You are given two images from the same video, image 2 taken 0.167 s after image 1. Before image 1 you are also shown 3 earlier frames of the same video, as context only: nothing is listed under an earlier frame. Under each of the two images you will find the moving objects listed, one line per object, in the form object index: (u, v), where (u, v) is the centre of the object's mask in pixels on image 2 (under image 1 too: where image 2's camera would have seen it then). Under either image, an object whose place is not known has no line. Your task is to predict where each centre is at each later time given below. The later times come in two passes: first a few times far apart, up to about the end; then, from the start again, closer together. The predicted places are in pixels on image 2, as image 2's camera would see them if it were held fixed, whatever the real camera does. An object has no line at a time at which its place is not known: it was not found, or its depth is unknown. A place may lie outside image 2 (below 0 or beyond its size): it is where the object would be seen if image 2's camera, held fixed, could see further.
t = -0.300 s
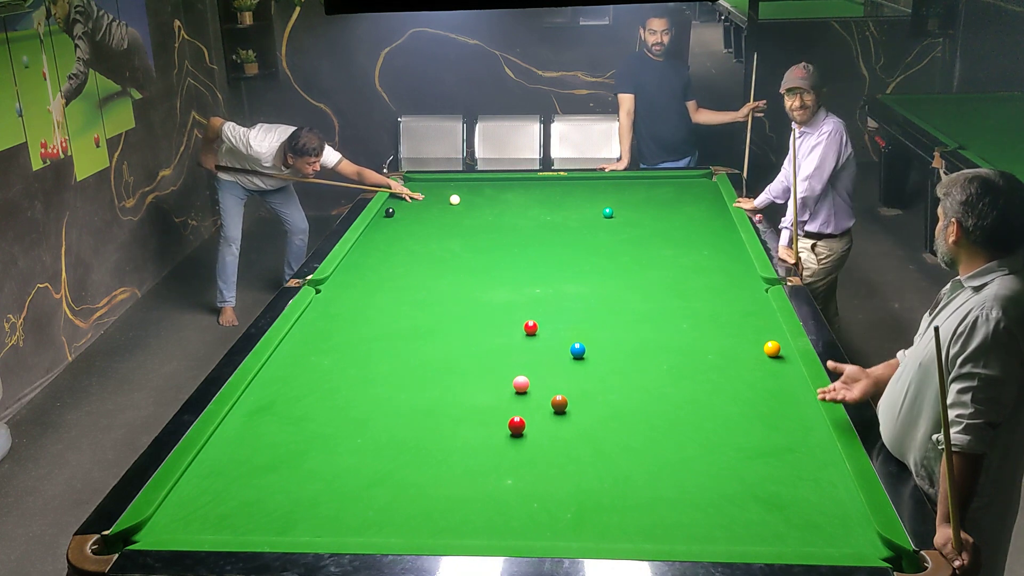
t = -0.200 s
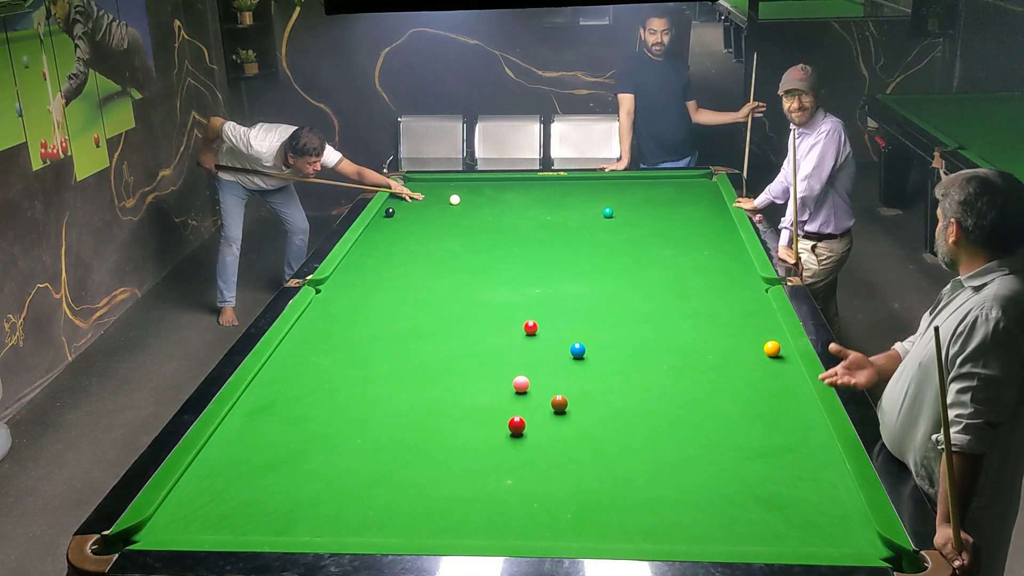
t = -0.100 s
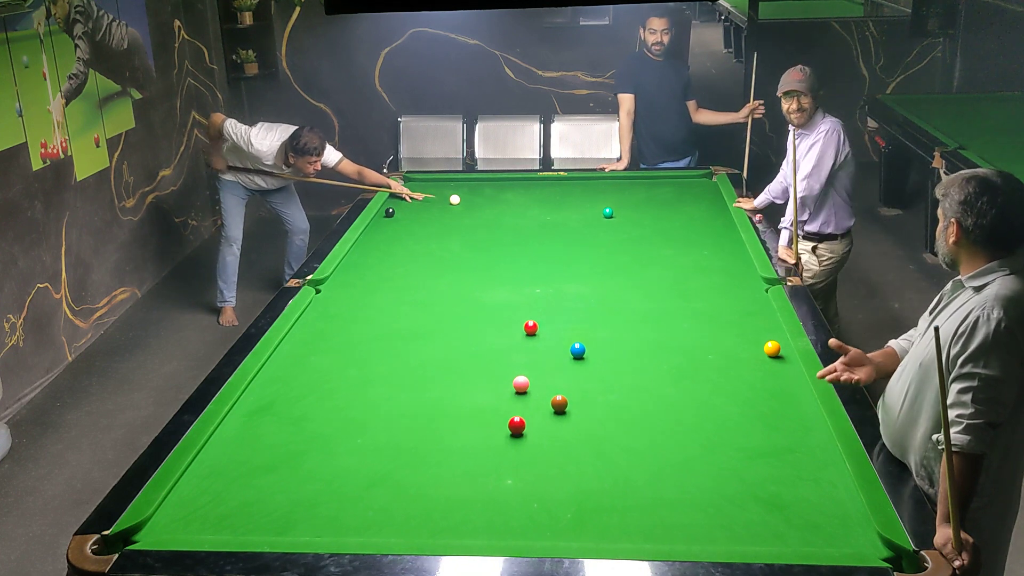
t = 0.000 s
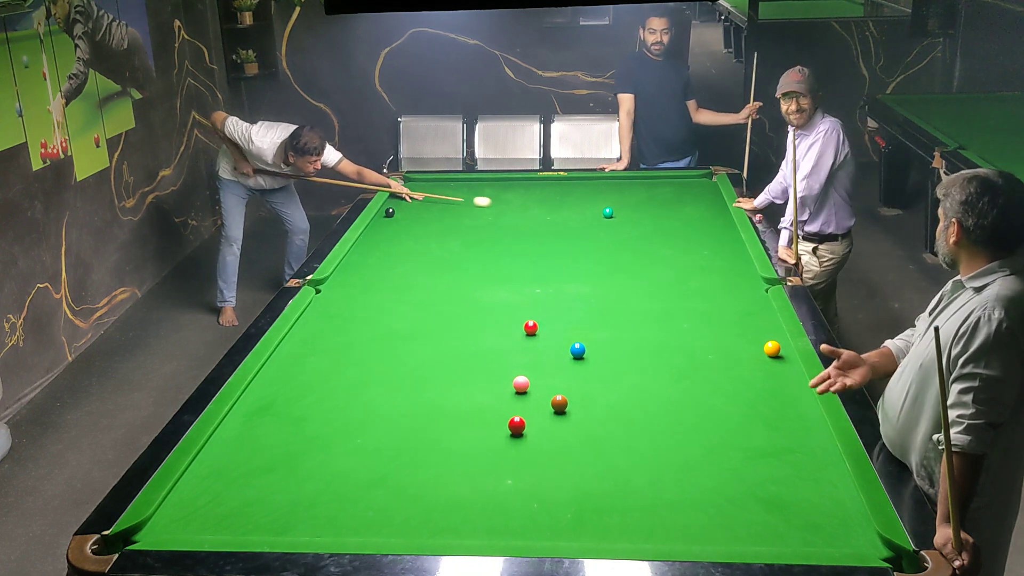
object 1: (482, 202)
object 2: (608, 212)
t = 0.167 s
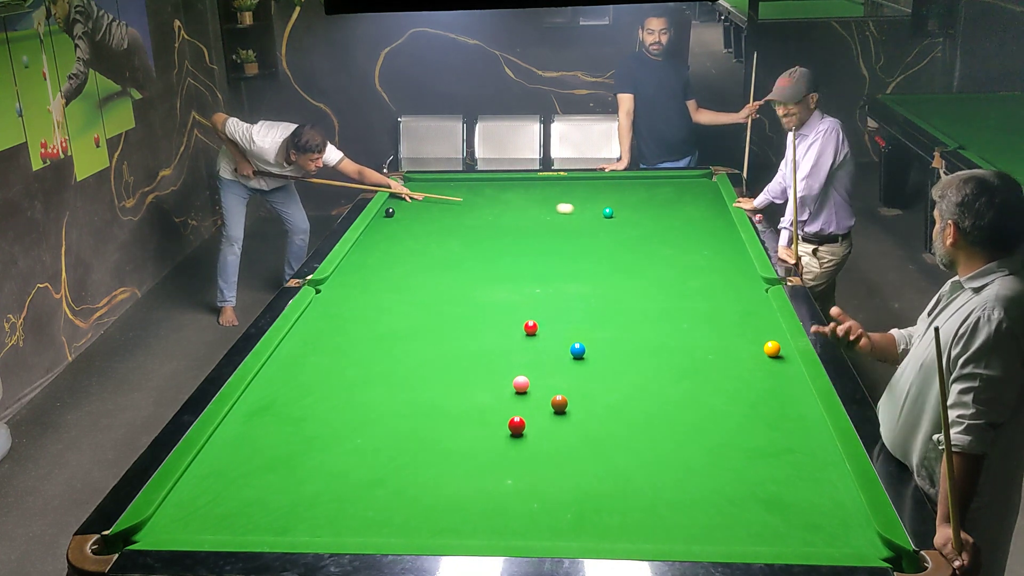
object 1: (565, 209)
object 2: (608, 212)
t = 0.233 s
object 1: (595, 211)
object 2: (608, 213)
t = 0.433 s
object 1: (616, 210)
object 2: (686, 222)
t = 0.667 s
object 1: (650, 210)
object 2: (708, 230)
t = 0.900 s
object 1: (684, 210)
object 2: (662, 237)
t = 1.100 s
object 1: (712, 210)
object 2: (624, 243)
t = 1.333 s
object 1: (711, 211)
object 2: (580, 249)
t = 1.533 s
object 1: (694, 212)
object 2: (542, 255)
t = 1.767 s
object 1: (674, 213)
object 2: (497, 262)
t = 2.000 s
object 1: (656, 215)
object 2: (453, 269)
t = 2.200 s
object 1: (642, 215)
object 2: (415, 275)
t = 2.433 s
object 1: (627, 216)
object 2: (370, 282)
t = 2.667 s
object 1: (613, 217)
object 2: (326, 288)
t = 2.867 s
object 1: (602, 218)
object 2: (333, 283)
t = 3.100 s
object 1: (590, 219)
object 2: (351, 276)
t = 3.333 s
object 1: (579, 219)
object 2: (367, 269)
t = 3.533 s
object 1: (572, 220)
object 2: (380, 263)
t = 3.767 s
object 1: (563, 220)
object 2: (393, 257)
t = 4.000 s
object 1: (556, 221)
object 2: (405, 252)
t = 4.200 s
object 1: (551, 221)
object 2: (415, 248)
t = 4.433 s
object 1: (546, 222)
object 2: (425, 244)
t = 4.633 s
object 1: (543, 222)
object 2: (432, 241)
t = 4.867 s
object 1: (541, 222)
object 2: (440, 238)
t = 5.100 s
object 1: (539, 222)
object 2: (448, 235)
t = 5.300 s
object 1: (538, 222)
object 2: (453, 233)
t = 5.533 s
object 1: (538, 222)
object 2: (459, 230)
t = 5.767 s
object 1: (538, 222)
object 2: (464, 228)
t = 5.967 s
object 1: (538, 222)
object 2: (467, 227)
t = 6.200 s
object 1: (538, 222)
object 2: (471, 226)
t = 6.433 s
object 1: (538, 222)
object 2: (474, 225)
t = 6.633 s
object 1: (538, 222)
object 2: (476, 224)
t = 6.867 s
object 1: (538, 222)
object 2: (477, 224)
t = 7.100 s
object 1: (538, 222)
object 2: (477, 224)
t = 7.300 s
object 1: (538, 222)
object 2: (477, 224)
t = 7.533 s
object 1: (538, 223)
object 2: (477, 224)
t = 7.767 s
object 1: (538, 223)
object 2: (477, 224)
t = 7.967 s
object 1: (538, 223)
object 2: (477, 224)
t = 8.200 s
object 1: (538, 223)
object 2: (477, 224)
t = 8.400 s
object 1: (538, 223)
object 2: (477, 224)
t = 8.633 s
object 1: (538, 223)
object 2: (477, 224)
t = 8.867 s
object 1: (538, 223)
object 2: (477, 224)
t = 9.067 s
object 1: (538, 223)
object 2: (477, 224)
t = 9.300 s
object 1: (538, 223)
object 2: (477, 224)
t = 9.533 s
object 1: (538, 223)
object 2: (477, 224)
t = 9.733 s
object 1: (538, 223)
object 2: (477, 224)
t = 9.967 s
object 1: (538, 223)
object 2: (477, 224)
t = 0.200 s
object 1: (580, 210)
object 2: (608, 212)
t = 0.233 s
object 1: (595, 211)
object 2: (608, 213)
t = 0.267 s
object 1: (600, 211)
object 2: (620, 214)
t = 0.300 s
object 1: (601, 211)
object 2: (633, 215)
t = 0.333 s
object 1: (604, 210)
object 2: (647, 217)
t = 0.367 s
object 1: (608, 210)
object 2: (660, 219)
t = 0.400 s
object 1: (612, 210)
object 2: (673, 220)
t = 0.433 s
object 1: (616, 210)
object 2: (686, 222)
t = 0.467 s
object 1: (621, 210)
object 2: (697, 223)
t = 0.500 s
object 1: (626, 210)
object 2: (709, 224)
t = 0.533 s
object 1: (631, 210)
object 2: (720, 226)
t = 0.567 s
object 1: (636, 210)
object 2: (731, 227)
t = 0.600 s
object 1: (641, 210)
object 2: (724, 228)
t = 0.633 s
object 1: (646, 210)
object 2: (715, 229)
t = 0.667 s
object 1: (650, 210)
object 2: (708, 230)
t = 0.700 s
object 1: (655, 210)
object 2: (700, 231)
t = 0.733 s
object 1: (660, 210)
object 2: (694, 232)
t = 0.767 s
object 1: (665, 210)
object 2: (688, 233)
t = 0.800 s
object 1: (670, 210)
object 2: (681, 234)
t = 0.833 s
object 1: (674, 210)
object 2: (675, 235)
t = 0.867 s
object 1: (679, 210)
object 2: (668, 236)
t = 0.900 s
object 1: (684, 210)
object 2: (662, 237)
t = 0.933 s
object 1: (688, 210)
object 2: (656, 238)
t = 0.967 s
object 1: (693, 210)
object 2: (650, 239)
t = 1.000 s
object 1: (698, 210)
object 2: (643, 240)
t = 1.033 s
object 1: (702, 210)
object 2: (637, 241)
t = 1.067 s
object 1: (707, 210)
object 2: (630, 241)
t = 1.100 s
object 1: (712, 210)
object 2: (624, 243)
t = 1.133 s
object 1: (716, 210)
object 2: (618, 244)
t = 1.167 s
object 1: (721, 210)
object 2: (612, 245)
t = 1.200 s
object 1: (724, 211)
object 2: (605, 245)
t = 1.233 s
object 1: (720, 211)
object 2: (599, 246)
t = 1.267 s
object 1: (717, 211)
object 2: (592, 247)
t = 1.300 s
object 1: (714, 211)
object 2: (586, 248)
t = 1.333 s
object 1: (711, 211)
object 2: (580, 249)
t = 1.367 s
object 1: (708, 211)
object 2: (573, 250)
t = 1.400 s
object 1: (705, 212)
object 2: (567, 251)
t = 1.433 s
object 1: (702, 212)
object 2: (561, 252)
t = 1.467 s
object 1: (699, 212)
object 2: (554, 253)
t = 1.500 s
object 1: (697, 212)
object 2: (548, 254)
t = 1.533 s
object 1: (694, 212)
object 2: (542, 255)
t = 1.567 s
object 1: (691, 213)
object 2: (535, 256)
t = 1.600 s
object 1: (688, 213)
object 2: (529, 257)
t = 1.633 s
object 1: (685, 213)
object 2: (523, 258)
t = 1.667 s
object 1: (682, 213)
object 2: (516, 259)
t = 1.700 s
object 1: (680, 213)
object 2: (510, 260)
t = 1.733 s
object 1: (677, 213)
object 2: (504, 261)
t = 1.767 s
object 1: (674, 213)
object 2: (497, 262)
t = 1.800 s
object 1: (672, 214)
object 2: (491, 263)
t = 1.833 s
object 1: (669, 214)
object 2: (485, 264)
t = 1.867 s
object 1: (667, 214)
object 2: (478, 265)
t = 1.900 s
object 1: (664, 214)
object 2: (472, 266)
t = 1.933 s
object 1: (661, 214)
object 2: (466, 267)
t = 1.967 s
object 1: (659, 214)
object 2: (459, 268)
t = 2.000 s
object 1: (656, 215)
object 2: (453, 269)
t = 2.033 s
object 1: (654, 215)
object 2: (446, 270)
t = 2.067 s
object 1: (652, 215)
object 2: (440, 271)
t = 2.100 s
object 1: (649, 215)
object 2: (434, 272)
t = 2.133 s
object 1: (647, 215)
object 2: (427, 273)
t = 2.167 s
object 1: (645, 215)
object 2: (421, 274)
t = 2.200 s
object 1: (642, 215)
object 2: (415, 275)
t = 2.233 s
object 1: (640, 216)
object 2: (408, 276)
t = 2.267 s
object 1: (638, 216)
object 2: (402, 277)
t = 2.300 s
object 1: (636, 216)
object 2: (396, 278)
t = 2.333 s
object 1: (633, 216)
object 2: (389, 279)
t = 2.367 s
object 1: (631, 216)
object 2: (383, 280)
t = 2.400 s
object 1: (629, 216)
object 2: (377, 281)
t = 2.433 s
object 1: (627, 216)
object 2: (370, 282)
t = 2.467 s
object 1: (625, 217)
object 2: (364, 283)
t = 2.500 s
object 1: (623, 217)
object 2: (358, 284)
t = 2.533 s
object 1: (621, 217)
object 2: (351, 285)
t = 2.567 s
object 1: (619, 217)
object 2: (345, 286)
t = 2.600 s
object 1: (617, 217)
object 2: (338, 287)
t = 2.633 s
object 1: (615, 217)
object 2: (332, 288)
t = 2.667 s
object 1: (613, 217)
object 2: (326, 288)
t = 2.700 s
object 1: (611, 217)
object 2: (320, 289)
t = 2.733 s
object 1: (609, 217)
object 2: (321, 288)
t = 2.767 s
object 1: (607, 217)
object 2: (325, 287)
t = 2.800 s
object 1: (605, 218)
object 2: (327, 286)
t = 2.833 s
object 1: (604, 218)
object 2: (330, 285)
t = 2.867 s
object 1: (602, 218)
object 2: (333, 283)
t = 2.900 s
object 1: (600, 218)
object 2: (336, 282)
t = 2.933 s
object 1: (598, 218)
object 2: (338, 281)
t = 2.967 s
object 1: (597, 218)
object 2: (341, 280)
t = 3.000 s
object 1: (595, 218)
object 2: (344, 279)
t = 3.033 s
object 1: (593, 218)
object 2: (346, 278)
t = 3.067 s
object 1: (592, 218)
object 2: (349, 277)
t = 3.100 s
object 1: (590, 219)
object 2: (351, 276)
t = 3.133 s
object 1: (588, 219)
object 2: (354, 275)
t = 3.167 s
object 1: (587, 219)
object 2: (356, 274)
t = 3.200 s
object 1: (585, 219)
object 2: (358, 273)
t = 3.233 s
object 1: (584, 219)
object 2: (361, 272)
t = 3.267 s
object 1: (582, 219)
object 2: (363, 271)
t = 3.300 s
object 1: (581, 219)
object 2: (365, 270)
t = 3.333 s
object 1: (579, 219)
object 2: (367, 269)
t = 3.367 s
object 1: (578, 219)
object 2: (369, 268)
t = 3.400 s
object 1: (577, 219)
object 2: (372, 267)
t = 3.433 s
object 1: (575, 220)
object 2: (374, 266)
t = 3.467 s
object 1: (574, 220)
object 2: (376, 265)
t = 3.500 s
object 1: (573, 220)
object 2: (378, 264)
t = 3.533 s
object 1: (572, 220)
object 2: (380, 263)
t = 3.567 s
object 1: (570, 220)
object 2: (382, 262)
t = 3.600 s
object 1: (569, 220)
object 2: (384, 261)
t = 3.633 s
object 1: (568, 220)
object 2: (386, 261)
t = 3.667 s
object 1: (567, 220)
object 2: (388, 260)
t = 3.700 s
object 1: (565, 220)
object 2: (389, 259)
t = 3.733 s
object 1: (564, 220)
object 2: (392, 258)
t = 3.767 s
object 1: (563, 220)
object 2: (393, 257)
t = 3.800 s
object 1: (562, 221)
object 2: (395, 257)
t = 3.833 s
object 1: (561, 221)
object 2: (397, 256)
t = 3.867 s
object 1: (560, 221)
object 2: (399, 255)
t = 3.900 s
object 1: (559, 221)
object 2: (400, 254)
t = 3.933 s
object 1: (558, 221)
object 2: (402, 254)
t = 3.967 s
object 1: (557, 221)
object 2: (404, 253)
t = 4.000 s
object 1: (556, 221)
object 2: (405, 252)
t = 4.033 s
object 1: (555, 221)
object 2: (407, 251)
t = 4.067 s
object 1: (554, 221)
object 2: (408, 251)
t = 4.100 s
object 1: (554, 221)
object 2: (410, 250)
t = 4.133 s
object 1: (553, 221)
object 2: (412, 250)
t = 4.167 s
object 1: (552, 221)
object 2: (413, 249)
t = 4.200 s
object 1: (551, 221)
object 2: (415, 248)
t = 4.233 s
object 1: (550, 221)
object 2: (416, 248)
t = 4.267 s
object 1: (550, 221)
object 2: (418, 247)
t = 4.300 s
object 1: (549, 221)
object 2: (419, 246)
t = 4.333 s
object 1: (548, 221)
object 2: (420, 246)
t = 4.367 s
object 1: (548, 221)
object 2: (422, 245)
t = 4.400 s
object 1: (547, 222)
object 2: (423, 245)
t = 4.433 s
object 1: (546, 222)
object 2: (425, 244)
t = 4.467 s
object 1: (546, 222)
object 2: (426, 243)
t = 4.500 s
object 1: (545, 222)
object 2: (427, 243)
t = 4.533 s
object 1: (545, 222)
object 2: (429, 242)
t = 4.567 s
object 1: (544, 222)
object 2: (430, 242)
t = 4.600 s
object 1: (544, 222)
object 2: (431, 241)
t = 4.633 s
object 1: (543, 222)
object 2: (432, 241)
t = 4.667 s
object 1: (543, 222)
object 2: (433, 240)
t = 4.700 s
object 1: (542, 222)
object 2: (435, 240)
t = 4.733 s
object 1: (542, 222)
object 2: (436, 239)
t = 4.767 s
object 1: (542, 222)
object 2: (437, 239)
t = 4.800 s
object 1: (541, 222)
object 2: (438, 238)
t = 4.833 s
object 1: (541, 222)
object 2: (439, 238)
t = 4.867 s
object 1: (541, 222)
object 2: (440, 238)
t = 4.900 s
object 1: (540, 222)
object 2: (441, 237)
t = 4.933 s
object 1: (540, 222)
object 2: (443, 237)
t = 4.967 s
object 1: (540, 222)
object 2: (444, 236)
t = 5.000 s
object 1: (539, 222)
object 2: (445, 236)
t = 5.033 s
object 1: (539, 222)
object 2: (446, 235)
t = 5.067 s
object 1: (539, 222)
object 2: (447, 235)
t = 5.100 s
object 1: (539, 222)
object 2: (448, 235)
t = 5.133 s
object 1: (539, 222)
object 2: (449, 234)
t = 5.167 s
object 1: (538, 222)
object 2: (450, 234)
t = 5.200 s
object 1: (538, 222)
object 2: (450, 234)
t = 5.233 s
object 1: (538, 222)
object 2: (451, 233)
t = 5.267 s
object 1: (538, 222)
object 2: (452, 233)
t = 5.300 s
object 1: (538, 222)
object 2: (453, 233)
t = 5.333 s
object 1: (538, 222)
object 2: (454, 232)
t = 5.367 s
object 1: (538, 222)
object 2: (455, 232)
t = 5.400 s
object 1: (538, 222)
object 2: (456, 232)
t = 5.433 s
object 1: (538, 222)
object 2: (457, 231)
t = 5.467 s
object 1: (538, 222)
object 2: (457, 231)
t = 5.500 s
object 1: (538, 222)
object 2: (458, 231)
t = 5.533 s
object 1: (538, 222)
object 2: (459, 230)
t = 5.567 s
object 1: (538, 222)
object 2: (460, 230)
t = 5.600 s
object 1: (538, 222)
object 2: (460, 230)
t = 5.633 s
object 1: (538, 222)
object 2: (461, 229)
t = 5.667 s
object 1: (538, 222)
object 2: (462, 229)
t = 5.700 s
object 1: (538, 222)
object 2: (462, 229)
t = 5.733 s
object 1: (538, 222)
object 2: (463, 229)
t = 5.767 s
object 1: (538, 222)
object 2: (464, 228)
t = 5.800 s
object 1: (538, 222)
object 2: (464, 228)
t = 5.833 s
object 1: (538, 222)
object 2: (465, 228)
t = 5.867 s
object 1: (538, 222)
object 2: (466, 228)
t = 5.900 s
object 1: (538, 222)
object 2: (466, 228)
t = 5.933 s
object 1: (538, 222)
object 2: (467, 227)
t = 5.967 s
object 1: (538, 222)
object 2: (467, 227)
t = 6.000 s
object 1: (538, 222)
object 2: (468, 227)
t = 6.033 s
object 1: (538, 222)
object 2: (469, 227)
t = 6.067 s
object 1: (538, 222)
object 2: (469, 227)
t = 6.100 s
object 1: (538, 222)
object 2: (469, 227)
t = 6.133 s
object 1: (538, 222)
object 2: (470, 226)
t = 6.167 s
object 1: (538, 222)
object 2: (470, 226)
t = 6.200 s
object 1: (538, 222)
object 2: (471, 226)
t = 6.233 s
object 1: (538, 222)
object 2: (471, 226)
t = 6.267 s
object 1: (538, 222)
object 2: (472, 226)
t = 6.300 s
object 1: (538, 222)
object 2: (472, 226)
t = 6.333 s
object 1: (538, 222)
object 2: (473, 226)
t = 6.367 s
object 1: (538, 222)
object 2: (473, 225)
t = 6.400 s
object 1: (538, 222)
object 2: (473, 225)
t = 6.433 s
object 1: (538, 222)
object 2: (474, 225)
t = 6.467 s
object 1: (538, 222)
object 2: (474, 225)
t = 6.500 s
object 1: (538, 222)
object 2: (474, 225)
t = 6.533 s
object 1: (538, 222)
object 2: (475, 225)
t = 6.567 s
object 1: (538, 222)
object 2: (475, 225)
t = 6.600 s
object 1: (538, 222)
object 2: (475, 225)
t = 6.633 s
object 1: (538, 222)
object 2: (476, 224)
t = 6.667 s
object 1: (538, 222)
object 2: (476, 225)
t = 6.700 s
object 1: (538, 222)
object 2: (476, 224)
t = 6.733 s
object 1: (538, 222)
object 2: (476, 224)
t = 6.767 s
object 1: (538, 222)
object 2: (476, 224)
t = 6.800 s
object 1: (538, 222)
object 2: (477, 224)
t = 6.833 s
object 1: (538, 222)
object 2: (477, 224)
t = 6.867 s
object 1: (538, 222)
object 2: (477, 224)
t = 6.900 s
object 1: (538, 222)
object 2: (477, 224)
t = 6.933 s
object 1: (538, 222)
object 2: (477, 224)
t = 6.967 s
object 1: (538, 222)
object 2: (477, 224)
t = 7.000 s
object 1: (538, 222)
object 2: (477, 224)
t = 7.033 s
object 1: (538, 222)
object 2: (477, 224)
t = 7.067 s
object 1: (538, 222)
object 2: (477, 224)
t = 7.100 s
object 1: (538, 222)
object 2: (477, 224)
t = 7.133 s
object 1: (538, 222)
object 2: (477, 224)
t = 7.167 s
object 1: (538, 222)
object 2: (477, 224)
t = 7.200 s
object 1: (538, 222)
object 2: (477, 224)
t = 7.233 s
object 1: (538, 222)
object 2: (477, 224)
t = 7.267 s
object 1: (538, 222)
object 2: (478, 224)
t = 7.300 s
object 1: (538, 222)
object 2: (477, 224)
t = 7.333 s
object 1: (538, 222)
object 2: (478, 224)
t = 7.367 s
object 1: (538, 222)
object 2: (478, 224)
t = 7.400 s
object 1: (538, 222)
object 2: (477, 224)
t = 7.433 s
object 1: (538, 222)
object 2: (477, 224)
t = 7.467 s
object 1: (538, 222)
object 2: (477, 224)
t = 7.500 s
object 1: (538, 222)
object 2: (478, 224)
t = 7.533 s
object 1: (538, 223)
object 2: (477, 224)
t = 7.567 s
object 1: (538, 223)
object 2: (477, 224)
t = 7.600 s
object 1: (538, 223)
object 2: (477, 224)
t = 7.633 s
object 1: (538, 223)
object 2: (477, 224)
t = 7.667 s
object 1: (538, 223)
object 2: (477, 224)
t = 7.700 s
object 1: (538, 223)
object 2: (477, 224)
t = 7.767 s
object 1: (538, 223)
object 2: (477, 224)
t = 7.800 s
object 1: (538, 223)
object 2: (477, 224)
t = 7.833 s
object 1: (538, 223)
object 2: (477, 224)
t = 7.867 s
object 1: (538, 223)
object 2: (477, 224)
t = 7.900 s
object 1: (538, 223)
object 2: (477, 224)
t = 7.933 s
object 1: (538, 223)
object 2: (477, 224)
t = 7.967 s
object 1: (538, 223)
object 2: (477, 224)
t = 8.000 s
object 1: (538, 223)
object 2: (477, 224)
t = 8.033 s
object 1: (538, 223)
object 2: (477, 224)
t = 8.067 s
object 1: (538, 223)
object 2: (477, 224)
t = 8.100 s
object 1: (538, 223)
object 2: (477, 224)
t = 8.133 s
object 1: (538, 223)
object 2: (477, 224)
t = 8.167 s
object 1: (538, 223)
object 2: (477, 224)
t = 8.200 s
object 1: (538, 223)
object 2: (477, 224)
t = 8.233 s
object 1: (538, 223)
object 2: (477, 224)
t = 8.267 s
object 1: (538, 223)
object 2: (477, 224)
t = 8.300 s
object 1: (538, 223)
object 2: (477, 224)
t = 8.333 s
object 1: (538, 223)
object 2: (477, 224)
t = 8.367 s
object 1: (538, 223)
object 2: (477, 224)
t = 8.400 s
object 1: (538, 223)
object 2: (477, 224)
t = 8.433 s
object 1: (538, 223)
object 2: (477, 224)
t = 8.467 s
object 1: (538, 223)
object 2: (477, 224)
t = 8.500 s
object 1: (538, 223)
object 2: (477, 224)
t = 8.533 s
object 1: (538, 223)
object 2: (477, 224)
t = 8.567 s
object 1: (538, 223)
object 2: (477, 224)
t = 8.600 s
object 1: (538, 223)
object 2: (477, 224)
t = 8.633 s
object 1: (538, 223)
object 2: (477, 224)
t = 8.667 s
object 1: (538, 223)
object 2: (477, 224)
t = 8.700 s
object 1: (538, 223)
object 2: (477, 224)
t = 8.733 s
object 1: (538, 223)
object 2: (477, 224)
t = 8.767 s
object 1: (538, 223)
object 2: (477, 224)
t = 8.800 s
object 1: (538, 223)
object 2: (477, 224)
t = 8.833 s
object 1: (538, 223)
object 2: (477, 224)
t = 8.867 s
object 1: (538, 223)
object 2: (477, 224)
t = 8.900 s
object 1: (538, 223)
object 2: (477, 224)
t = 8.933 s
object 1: (538, 223)
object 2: (477, 224)
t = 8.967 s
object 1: (538, 223)
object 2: (477, 224)
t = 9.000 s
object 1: (538, 223)
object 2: (477, 224)
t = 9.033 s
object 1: (538, 223)
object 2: (477, 224)
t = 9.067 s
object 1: (538, 223)
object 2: (477, 224)
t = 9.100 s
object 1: (538, 223)
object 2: (478, 224)
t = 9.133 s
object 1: (538, 223)
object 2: (477, 224)
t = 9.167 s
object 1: (538, 223)
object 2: (477, 224)
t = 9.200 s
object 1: (538, 223)
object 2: (477, 224)
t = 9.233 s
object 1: (538, 223)
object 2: (478, 224)
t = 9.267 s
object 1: (538, 223)
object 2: (478, 224)
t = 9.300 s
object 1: (538, 223)
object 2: (477, 224)
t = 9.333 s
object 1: (538, 223)
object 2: (477, 224)
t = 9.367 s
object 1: (538, 223)
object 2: (477, 224)
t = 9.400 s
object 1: (538, 223)
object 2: (477, 224)
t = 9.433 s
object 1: (538, 223)
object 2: (477, 224)
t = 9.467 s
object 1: (538, 223)
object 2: (477, 224)
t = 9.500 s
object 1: (538, 223)
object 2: (477, 224)
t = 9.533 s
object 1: (538, 223)
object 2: (477, 224)
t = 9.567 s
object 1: (538, 223)
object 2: (477, 224)
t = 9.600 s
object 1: (538, 223)
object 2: (477, 224)
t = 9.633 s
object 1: (538, 223)
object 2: (477, 224)
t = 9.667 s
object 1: (538, 223)
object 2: (477, 224)
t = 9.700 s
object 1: (538, 223)
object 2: (477, 224)
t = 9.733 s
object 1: (538, 223)
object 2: (477, 224)
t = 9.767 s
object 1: (538, 223)
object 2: (477, 224)
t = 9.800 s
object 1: (538, 223)
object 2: (477, 224)
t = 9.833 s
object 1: (538, 223)
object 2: (477, 224)
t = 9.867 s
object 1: (538, 223)
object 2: (477, 224)
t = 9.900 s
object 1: (538, 223)
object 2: (477, 224)
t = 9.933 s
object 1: (538, 223)
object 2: (477, 224)
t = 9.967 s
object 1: (538, 223)
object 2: (477, 224)
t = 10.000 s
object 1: (538, 223)
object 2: (477, 224)
